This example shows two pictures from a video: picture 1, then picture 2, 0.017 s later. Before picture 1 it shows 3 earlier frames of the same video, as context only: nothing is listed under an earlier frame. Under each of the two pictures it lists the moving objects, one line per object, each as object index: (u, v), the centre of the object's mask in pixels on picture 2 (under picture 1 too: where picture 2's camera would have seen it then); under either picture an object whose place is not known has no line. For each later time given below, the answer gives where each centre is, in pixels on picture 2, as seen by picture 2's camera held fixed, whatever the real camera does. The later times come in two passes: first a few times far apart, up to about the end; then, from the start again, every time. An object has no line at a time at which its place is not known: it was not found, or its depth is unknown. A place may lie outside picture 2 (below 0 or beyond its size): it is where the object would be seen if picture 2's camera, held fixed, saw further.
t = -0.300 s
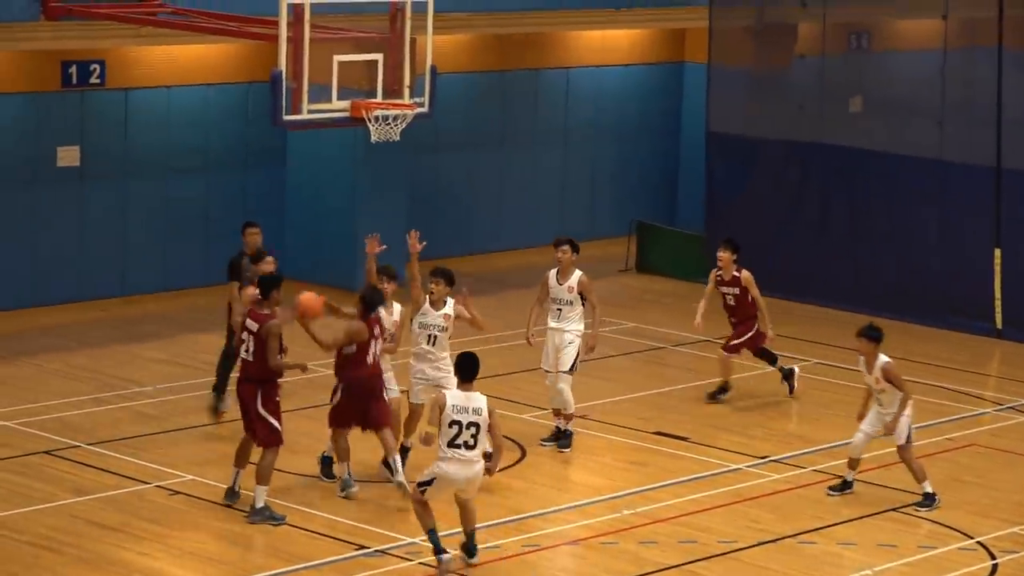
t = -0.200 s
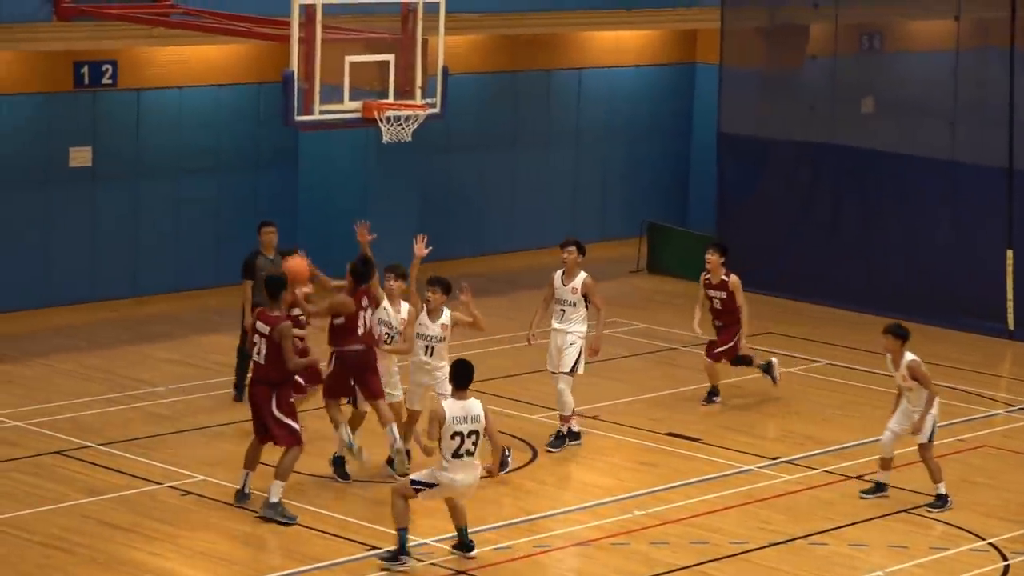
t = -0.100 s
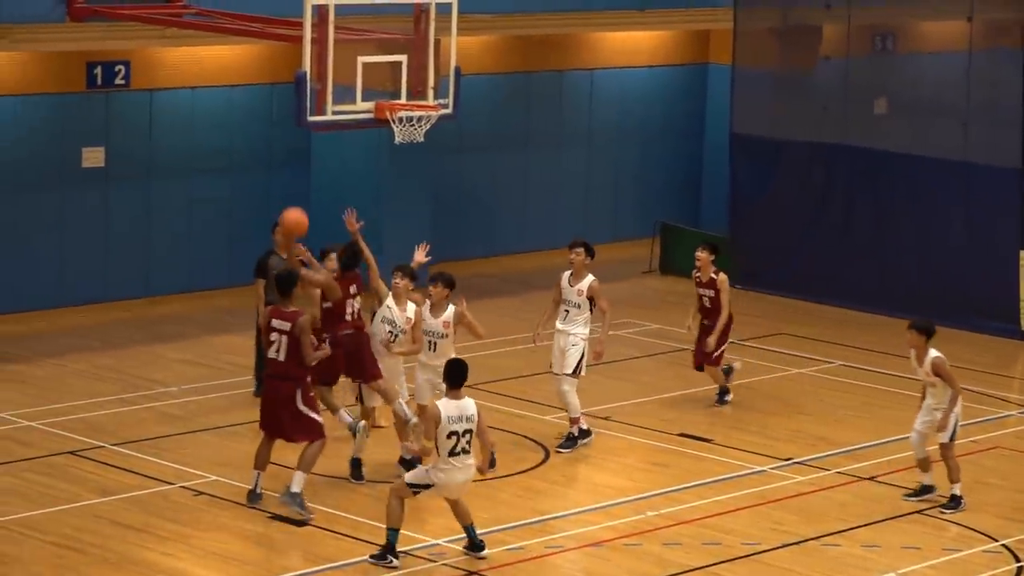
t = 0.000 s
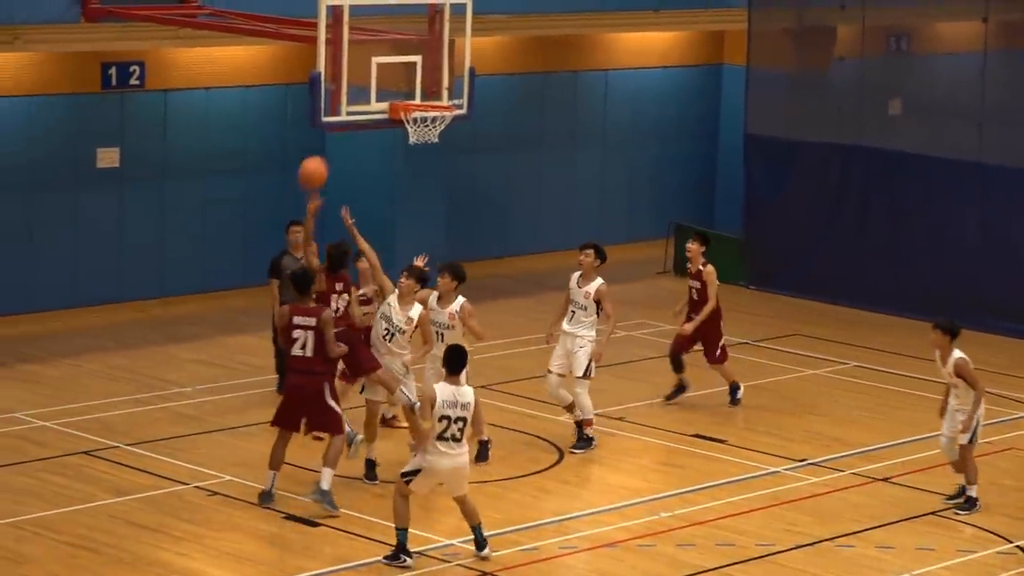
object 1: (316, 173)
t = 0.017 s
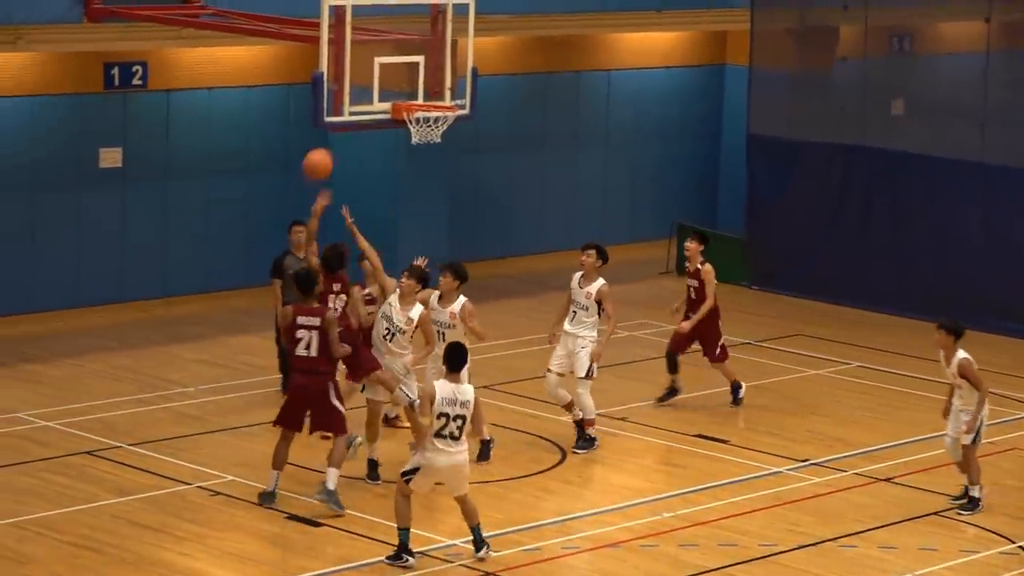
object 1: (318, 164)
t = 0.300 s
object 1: (358, 75)
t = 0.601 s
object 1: (440, 99)
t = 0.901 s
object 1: (415, 150)
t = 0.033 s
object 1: (320, 156)
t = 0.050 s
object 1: (323, 149)
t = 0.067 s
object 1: (325, 142)
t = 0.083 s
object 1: (327, 136)
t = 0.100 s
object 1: (330, 128)
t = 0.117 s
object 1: (332, 123)
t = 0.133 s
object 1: (335, 116)
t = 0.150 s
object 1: (337, 110)
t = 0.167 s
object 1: (340, 105)
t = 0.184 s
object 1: (342, 101)
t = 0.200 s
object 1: (345, 95)
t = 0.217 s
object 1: (346, 92)
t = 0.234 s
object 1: (349, 88)
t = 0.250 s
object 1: (352, 85)
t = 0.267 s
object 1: (353, 82)
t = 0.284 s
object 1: (355, 78)
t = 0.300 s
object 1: (358, 75)
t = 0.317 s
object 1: (360, 73)
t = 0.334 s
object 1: (362, 72)
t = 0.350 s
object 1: (363, 71)
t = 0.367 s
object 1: (364, 70)
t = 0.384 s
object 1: (366, 70)
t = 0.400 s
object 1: (373, 68)
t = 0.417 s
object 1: (378, 69)
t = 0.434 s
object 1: (384, 71)
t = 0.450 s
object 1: (392, 74)
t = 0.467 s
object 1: (395, 76)
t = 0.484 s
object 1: (403, 77)
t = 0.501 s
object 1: (406, 80)
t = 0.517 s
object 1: (412, 83)
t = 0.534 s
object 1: (417, 86)
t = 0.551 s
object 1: (423, 89)
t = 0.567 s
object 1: (429, 93)
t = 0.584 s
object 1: (435, 97)
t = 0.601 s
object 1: (440, 99)
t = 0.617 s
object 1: (441, 102)
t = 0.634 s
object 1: (437, 102)
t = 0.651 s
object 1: (434, 105)
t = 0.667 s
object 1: (431, 106)
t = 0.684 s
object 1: (429, 111)
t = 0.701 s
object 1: (426, 113)
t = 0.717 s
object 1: (424, 117)
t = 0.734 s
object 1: (422, 119)
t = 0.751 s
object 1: (419, 120)
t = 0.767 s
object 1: (418, 121)
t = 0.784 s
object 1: (416, 127)
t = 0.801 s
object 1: (415, 128)
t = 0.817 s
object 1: (415, 132)
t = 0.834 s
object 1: (415, 134)
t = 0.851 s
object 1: (414, 138)
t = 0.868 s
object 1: (415, 140)
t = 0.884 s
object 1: (415, 144)
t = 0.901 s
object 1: (415, 150)
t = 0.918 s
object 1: (415, 153)
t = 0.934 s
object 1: (415, 157)
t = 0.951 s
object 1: (415, 162)
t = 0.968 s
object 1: (415, 167)
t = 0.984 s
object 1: (415, 173)
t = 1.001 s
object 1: (416, 178)
